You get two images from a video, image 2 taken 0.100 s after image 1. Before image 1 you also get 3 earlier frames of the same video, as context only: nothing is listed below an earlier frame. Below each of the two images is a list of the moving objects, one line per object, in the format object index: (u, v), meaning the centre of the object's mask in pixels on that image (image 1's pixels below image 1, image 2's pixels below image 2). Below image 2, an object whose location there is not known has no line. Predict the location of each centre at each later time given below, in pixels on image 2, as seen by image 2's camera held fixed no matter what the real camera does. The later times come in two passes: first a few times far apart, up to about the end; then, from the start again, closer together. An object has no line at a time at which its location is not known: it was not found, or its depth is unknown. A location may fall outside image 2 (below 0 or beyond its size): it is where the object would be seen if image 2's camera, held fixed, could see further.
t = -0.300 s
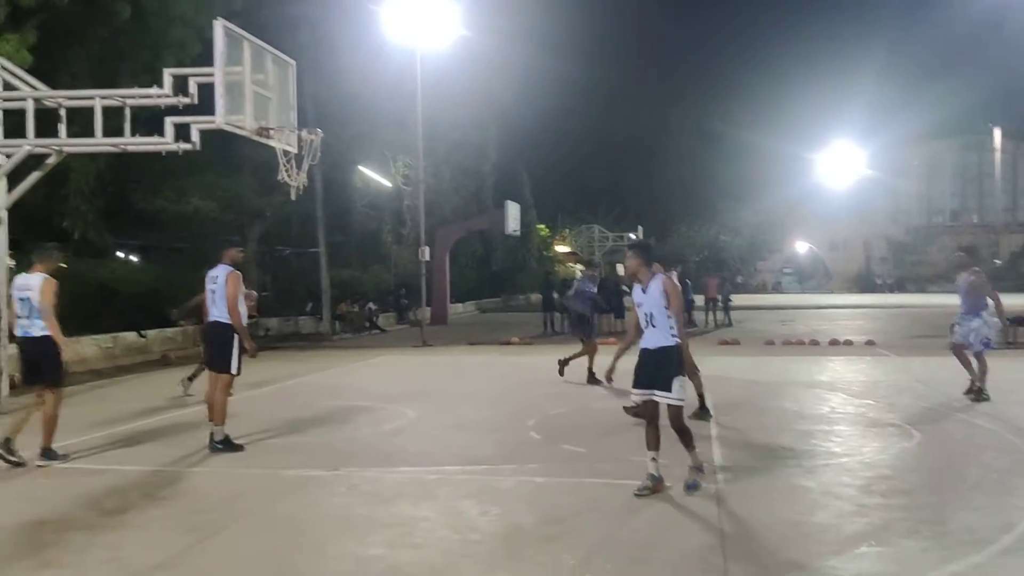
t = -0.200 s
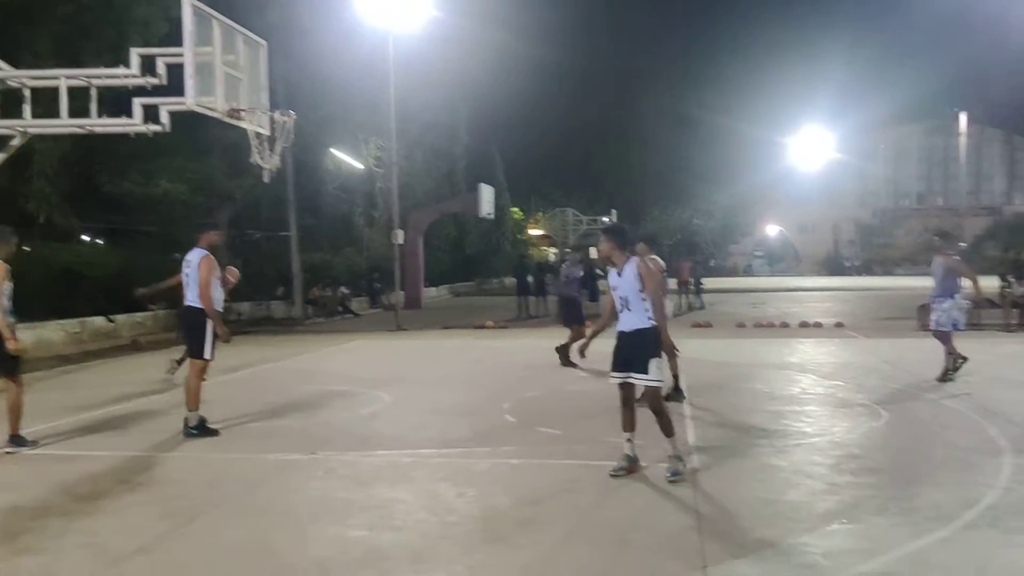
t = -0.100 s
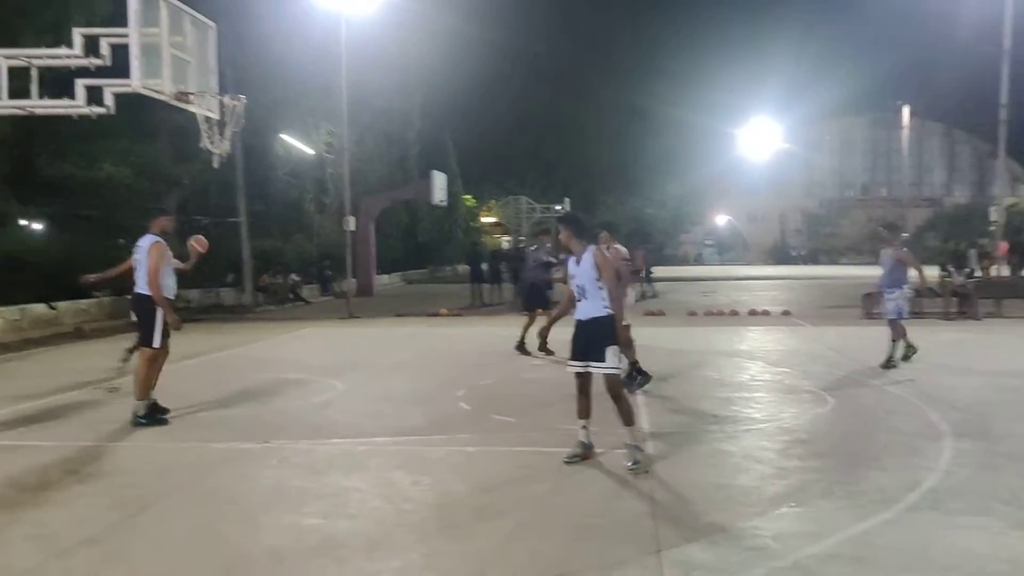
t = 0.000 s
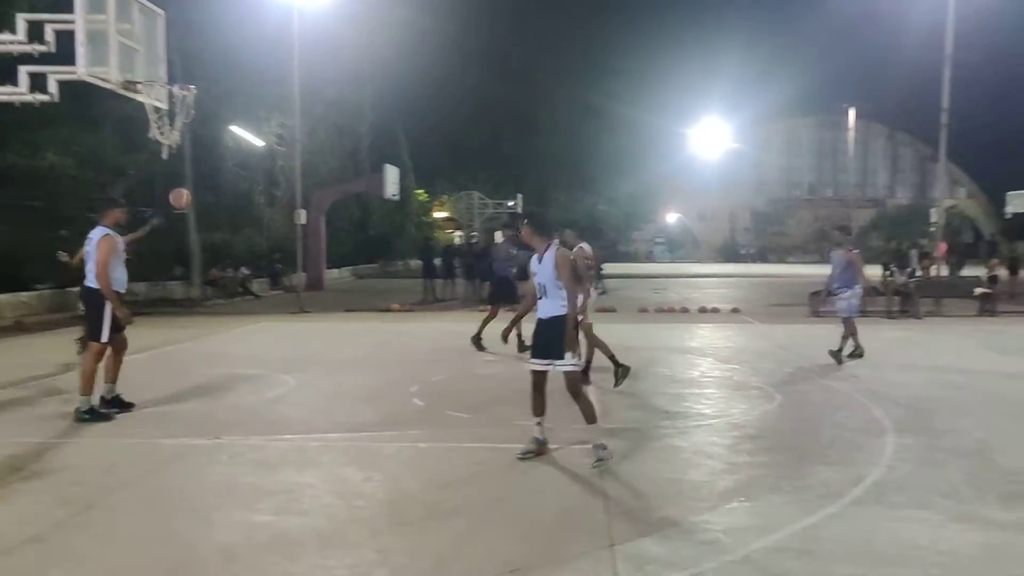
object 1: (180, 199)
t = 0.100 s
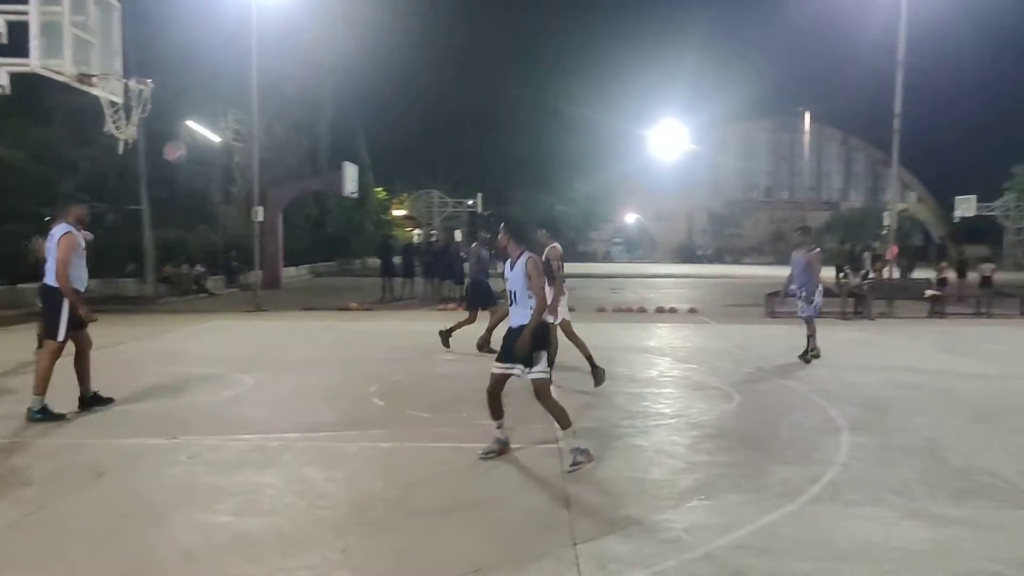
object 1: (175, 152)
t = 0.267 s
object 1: (256, 92)
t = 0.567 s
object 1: (457, 34)
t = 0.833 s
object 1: (709, 67)
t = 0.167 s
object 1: (206, 126)
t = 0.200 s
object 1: (221, 117)
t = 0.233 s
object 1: (238, 103)
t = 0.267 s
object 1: (256, 92)
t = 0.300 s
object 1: (274, 83)
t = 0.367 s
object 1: (315, 65)
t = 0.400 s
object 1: (336, 58)
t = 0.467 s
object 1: (383, 45)
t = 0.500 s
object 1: (406, 40)
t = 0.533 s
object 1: (431, 36)
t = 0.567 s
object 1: (457, 34)
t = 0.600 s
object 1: (483, 33)
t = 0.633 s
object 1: (511, 33)
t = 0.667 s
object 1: (542, 34)
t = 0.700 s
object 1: (571, 37)
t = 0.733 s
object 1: (602, 41)
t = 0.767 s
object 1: (636, 49)
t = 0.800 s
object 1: (671, 58)
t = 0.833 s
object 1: (709, 67)
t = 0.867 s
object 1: (748, 80)
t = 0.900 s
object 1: (787, 94)
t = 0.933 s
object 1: (828, 112)
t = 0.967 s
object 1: (872, 131)
